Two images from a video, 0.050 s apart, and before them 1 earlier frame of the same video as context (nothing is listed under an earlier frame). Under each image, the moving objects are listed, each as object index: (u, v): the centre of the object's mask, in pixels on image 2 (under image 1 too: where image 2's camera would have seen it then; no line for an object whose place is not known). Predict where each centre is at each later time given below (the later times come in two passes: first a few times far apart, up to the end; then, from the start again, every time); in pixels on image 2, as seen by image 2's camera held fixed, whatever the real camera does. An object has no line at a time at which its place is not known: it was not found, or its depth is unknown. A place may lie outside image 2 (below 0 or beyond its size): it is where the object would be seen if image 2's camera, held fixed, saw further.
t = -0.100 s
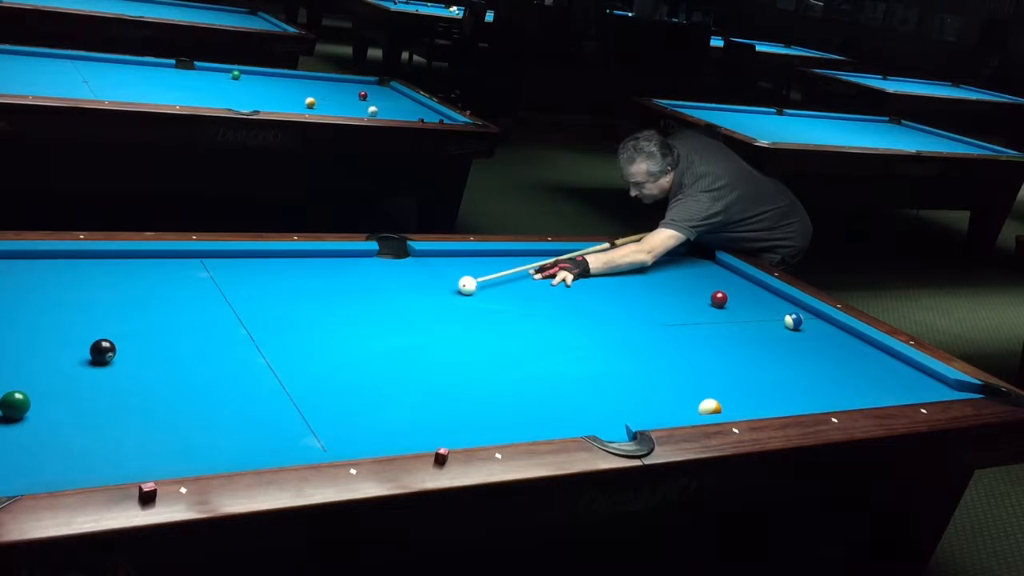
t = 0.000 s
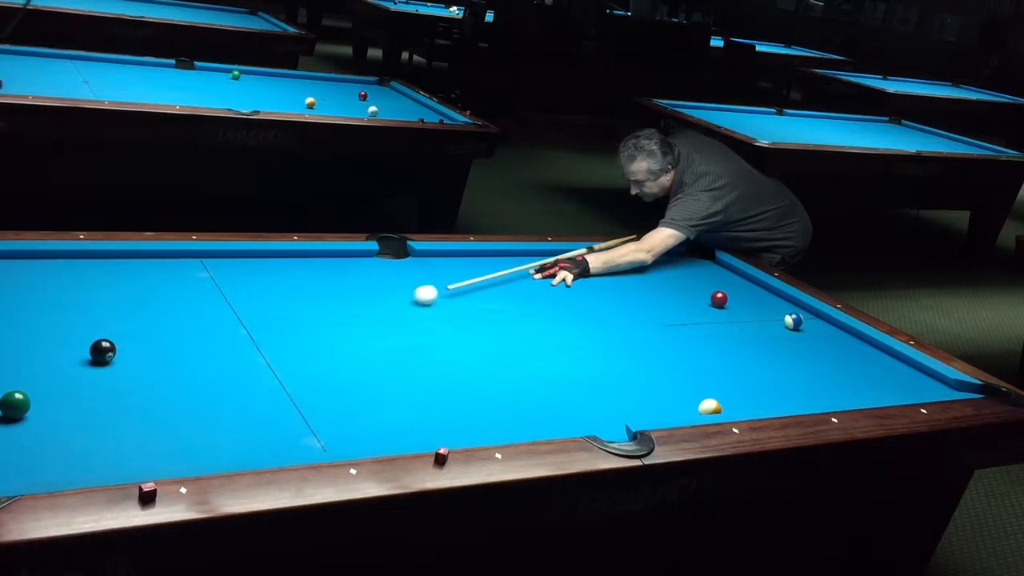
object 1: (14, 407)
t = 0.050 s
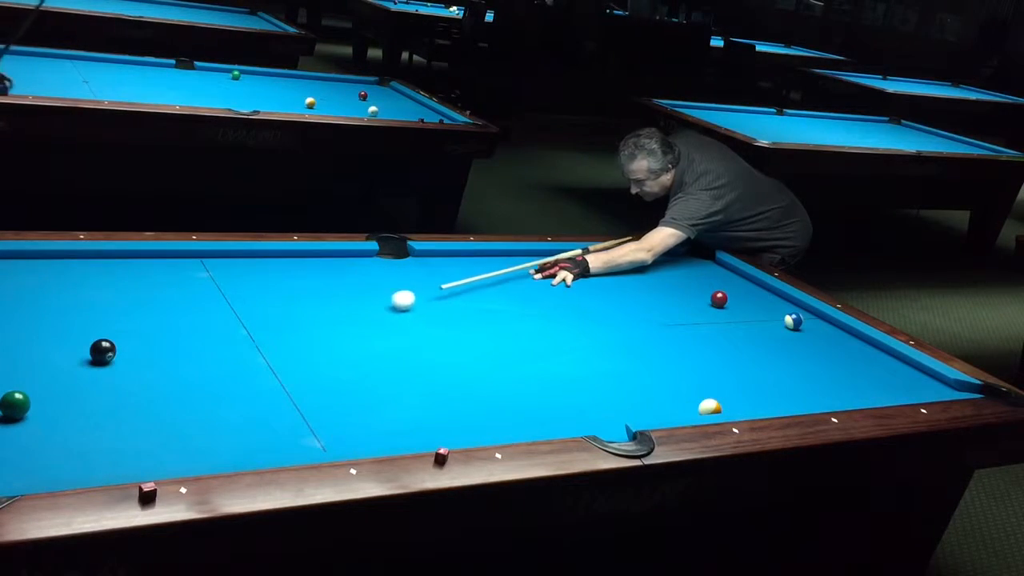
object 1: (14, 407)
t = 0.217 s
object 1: (14, 407)
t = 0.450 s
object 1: (14, 406)
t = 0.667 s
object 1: (14, 407)
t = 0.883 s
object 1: (4, 445)
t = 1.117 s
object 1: (11, 476)
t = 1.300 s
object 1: (2, 482)
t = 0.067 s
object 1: (14, 407)
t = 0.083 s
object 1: (14, 407)
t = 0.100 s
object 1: (14, 407)
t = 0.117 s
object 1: (14, 407)
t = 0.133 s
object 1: (14, 407)
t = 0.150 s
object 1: (14, 407)
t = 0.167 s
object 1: (14, 407)
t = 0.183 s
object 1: (14, 407)
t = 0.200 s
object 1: (14, 407)
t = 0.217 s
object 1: (14, 407)
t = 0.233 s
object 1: (14, 407)
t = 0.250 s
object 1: (14, 407)
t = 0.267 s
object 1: (14, 407)
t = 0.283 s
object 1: (14, 406)
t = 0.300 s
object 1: (14, 406)
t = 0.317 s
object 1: (14, 406)
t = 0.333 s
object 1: (14, 406)
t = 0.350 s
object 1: (14, 406)
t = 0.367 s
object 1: (14, 406)
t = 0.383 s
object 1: (14, 406)
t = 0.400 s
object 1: (14, 406)
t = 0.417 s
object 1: (14, 406)
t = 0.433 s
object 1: (14, 406)
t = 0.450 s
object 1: (14, 406)
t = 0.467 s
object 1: (14, 406)
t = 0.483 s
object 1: (14, 406)
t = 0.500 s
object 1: (14, 406)
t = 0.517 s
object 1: (14, 406)
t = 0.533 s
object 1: (14, 406)
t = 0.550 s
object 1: (14, 406)
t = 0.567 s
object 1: (14, 406)
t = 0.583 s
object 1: (14, 406)
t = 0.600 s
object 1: (14, 406)
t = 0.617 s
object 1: (14, 406)
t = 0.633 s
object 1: (14, 406)
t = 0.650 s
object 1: (14, 407)
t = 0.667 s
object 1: (14, 407)
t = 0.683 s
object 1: (13, 409)
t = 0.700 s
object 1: (12, 413)
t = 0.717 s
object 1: (11, 416)
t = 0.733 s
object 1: (10, 419)
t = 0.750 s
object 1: (10, 423)
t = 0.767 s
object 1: (9, 426)
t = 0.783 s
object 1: (8, 429)
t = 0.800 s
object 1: (7, 431)
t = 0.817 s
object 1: (7, 434)
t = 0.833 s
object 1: (6, 437)
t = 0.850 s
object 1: (5, 440)
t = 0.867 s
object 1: (5, 442)
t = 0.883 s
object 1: (4, 445)
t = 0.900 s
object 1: (4, 448)
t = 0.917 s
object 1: (3, 451)
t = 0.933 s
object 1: (4, 454)
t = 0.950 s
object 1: (5, 456)
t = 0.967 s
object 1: (5, 458)
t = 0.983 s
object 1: (6, 461)
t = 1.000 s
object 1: (6, 463)
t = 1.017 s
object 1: (7, 466)
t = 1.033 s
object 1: (8, 468)
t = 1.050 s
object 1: (8, 471)
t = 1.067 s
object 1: (9, 472)
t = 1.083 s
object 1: (10, 474)
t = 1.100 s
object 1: (10, 475)
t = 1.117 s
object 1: (11, 476)
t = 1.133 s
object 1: (11, 477)
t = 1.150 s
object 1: (11, 479)
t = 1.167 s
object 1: (11, 479)
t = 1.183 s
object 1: (10, 479)
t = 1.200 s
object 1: (9, 480)
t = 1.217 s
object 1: (8, 480)
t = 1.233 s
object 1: (7, 480)
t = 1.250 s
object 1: (6, 480)
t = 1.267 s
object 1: (5, 481)
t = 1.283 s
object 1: (3, 481)
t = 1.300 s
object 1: (2, 482)
